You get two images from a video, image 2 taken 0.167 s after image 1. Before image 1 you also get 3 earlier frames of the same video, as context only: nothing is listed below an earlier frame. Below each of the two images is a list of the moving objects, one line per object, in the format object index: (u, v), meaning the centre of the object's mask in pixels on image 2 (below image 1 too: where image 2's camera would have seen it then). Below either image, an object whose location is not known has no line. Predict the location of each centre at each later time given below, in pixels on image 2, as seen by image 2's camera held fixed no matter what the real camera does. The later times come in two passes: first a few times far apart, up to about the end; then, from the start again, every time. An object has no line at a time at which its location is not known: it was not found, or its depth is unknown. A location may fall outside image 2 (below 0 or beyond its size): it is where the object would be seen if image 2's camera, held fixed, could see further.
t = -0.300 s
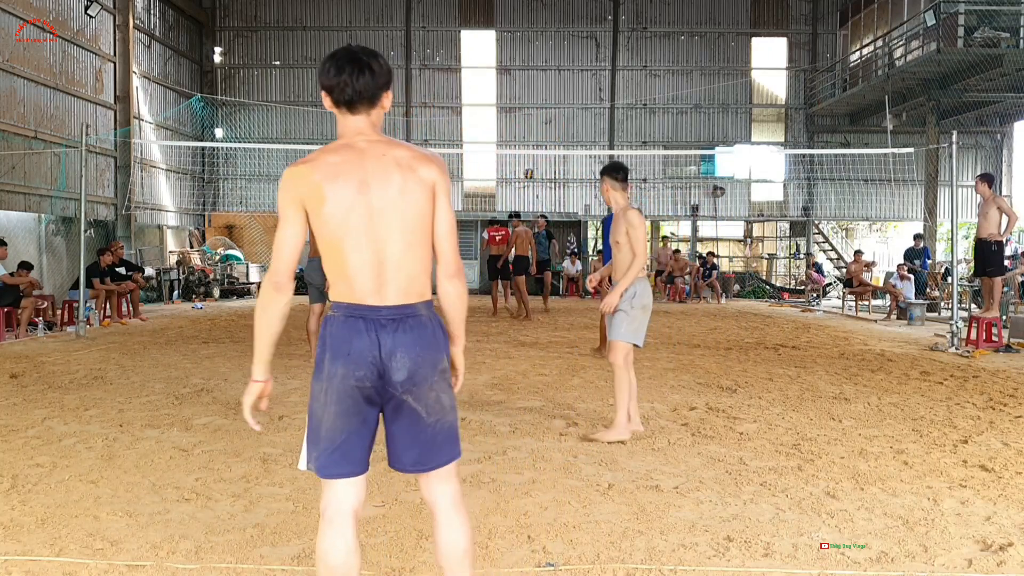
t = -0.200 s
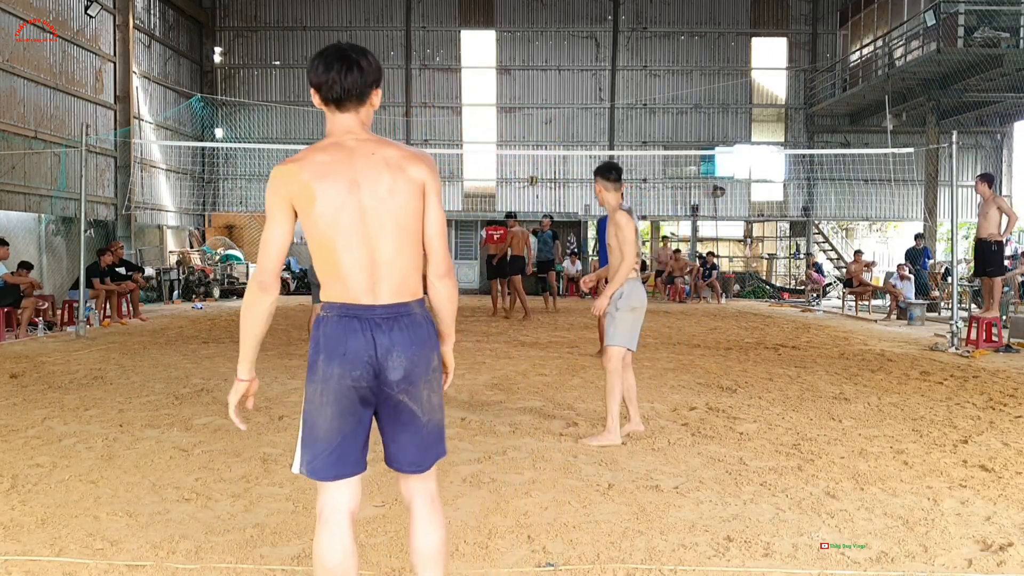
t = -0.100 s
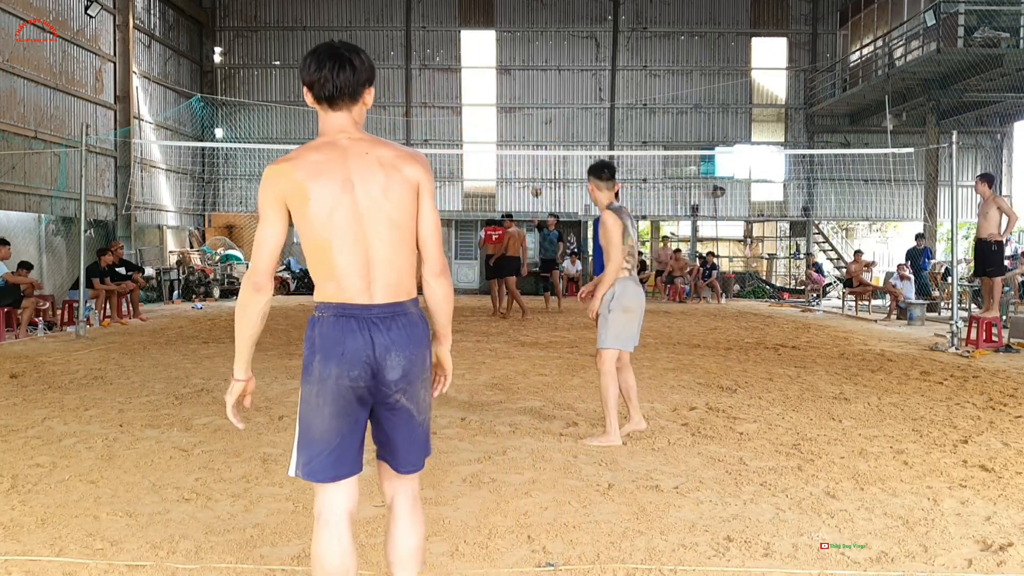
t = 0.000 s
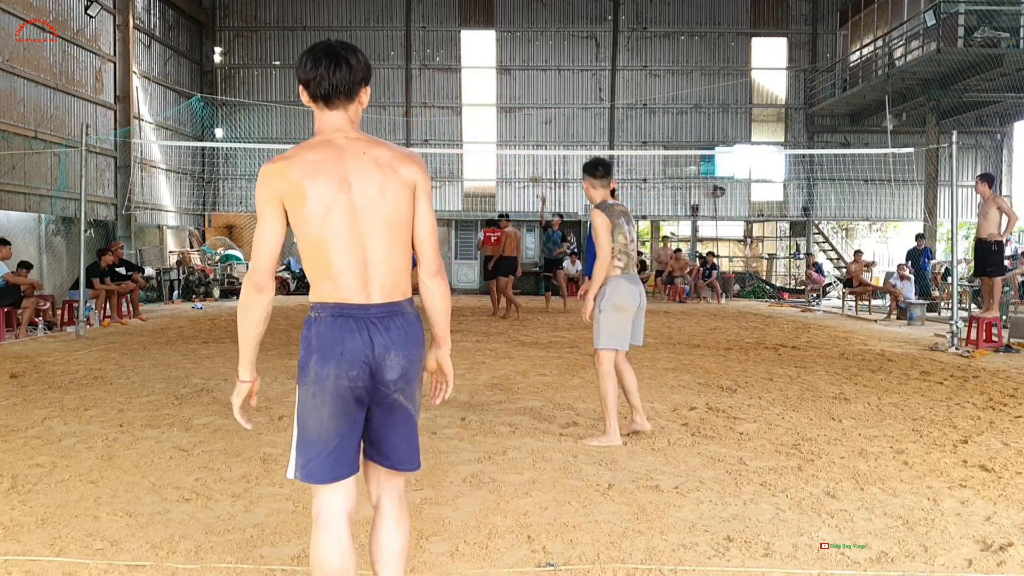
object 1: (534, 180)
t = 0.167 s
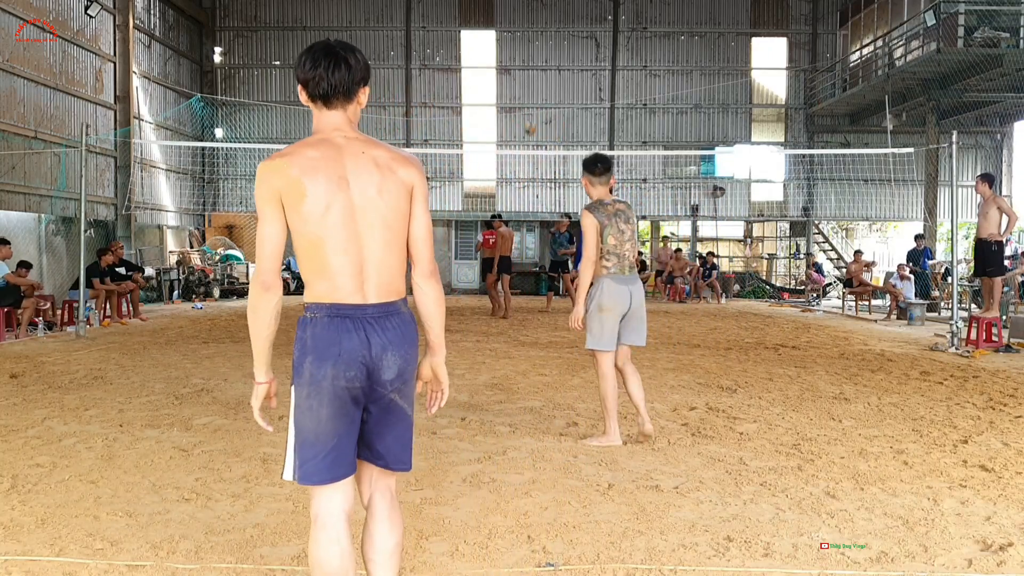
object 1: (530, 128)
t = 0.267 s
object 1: (526, 102)
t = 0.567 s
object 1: (505, 47)
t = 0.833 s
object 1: (478, 51)
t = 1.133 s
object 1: (433, 150)
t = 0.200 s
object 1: (528, 120)
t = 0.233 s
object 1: (527, 110)
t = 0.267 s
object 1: (526, 102)
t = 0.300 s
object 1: (524, 93)
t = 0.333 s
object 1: (522, 85)
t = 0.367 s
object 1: (520, 77)
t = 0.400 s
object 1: (518, 71)
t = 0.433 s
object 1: (515, 64)
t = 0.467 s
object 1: (513, 59)
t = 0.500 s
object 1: (510, 54)
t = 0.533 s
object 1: (508, 51)
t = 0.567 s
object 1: (505, 47)
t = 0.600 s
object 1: (503, 43)
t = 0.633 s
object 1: (500, 42)
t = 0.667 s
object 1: (497, 41)
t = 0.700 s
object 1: (493, 41)
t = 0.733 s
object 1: (490, 42)
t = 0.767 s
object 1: (486, 44)
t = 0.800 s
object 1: (482, 47)
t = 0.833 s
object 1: (478, 51)
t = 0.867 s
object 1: (474, 56)
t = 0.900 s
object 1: (470, 62)
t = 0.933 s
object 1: (465, 70)
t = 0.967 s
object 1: (460, 78)
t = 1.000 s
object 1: (455, 90)
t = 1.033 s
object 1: (451, 102)
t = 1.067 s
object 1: (445, 116)
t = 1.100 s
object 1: (438, 132)
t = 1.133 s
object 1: (433, 150)
